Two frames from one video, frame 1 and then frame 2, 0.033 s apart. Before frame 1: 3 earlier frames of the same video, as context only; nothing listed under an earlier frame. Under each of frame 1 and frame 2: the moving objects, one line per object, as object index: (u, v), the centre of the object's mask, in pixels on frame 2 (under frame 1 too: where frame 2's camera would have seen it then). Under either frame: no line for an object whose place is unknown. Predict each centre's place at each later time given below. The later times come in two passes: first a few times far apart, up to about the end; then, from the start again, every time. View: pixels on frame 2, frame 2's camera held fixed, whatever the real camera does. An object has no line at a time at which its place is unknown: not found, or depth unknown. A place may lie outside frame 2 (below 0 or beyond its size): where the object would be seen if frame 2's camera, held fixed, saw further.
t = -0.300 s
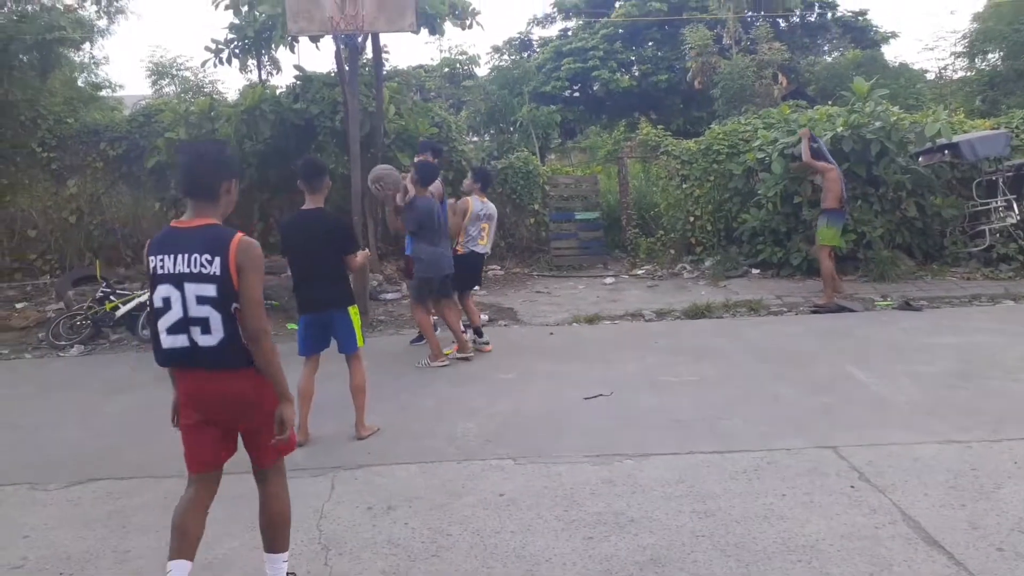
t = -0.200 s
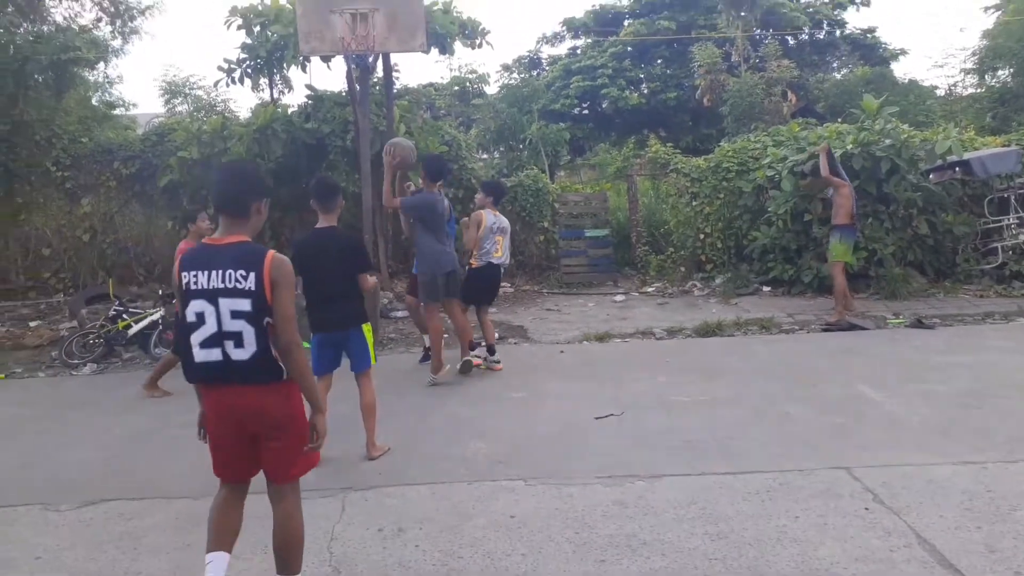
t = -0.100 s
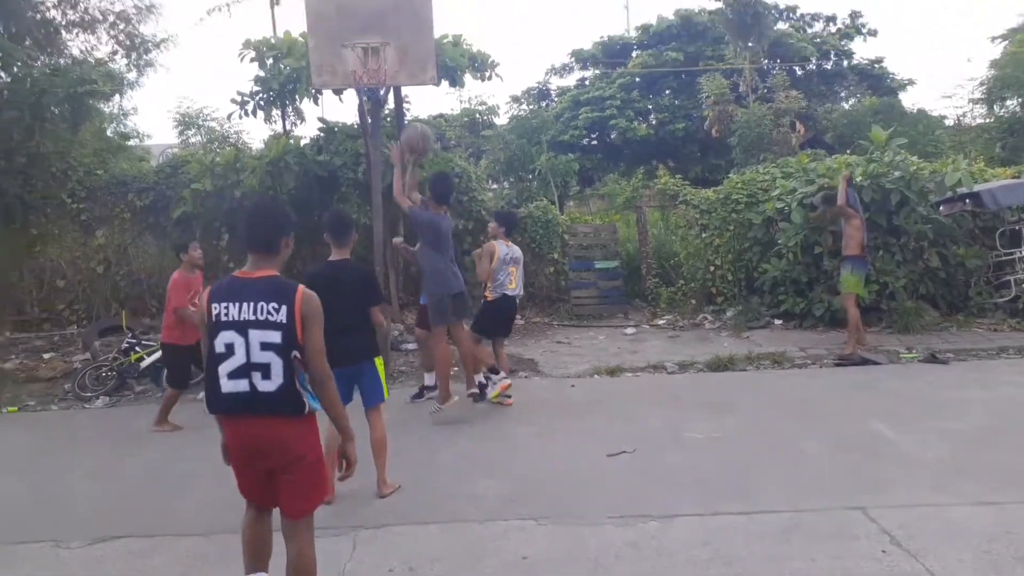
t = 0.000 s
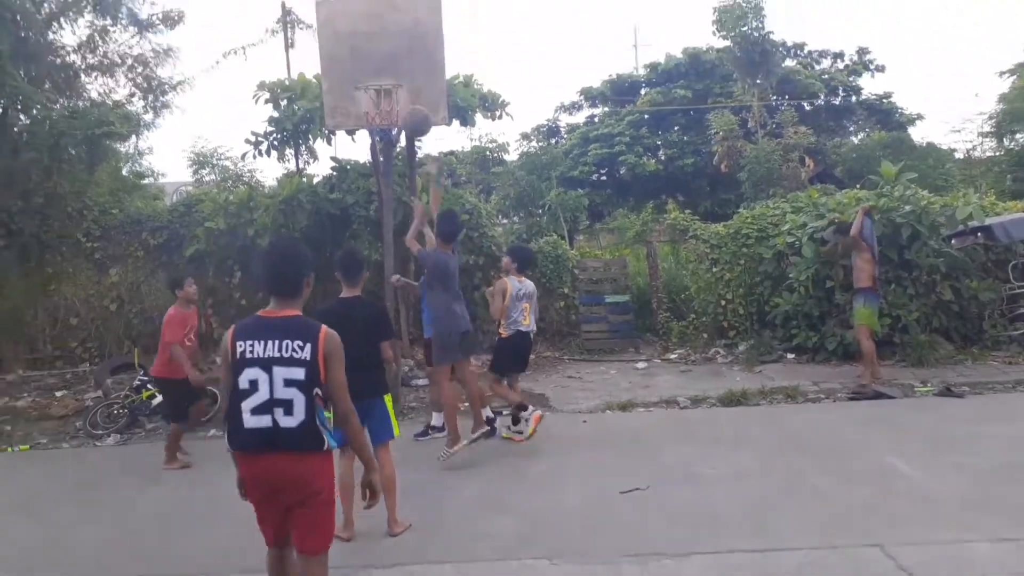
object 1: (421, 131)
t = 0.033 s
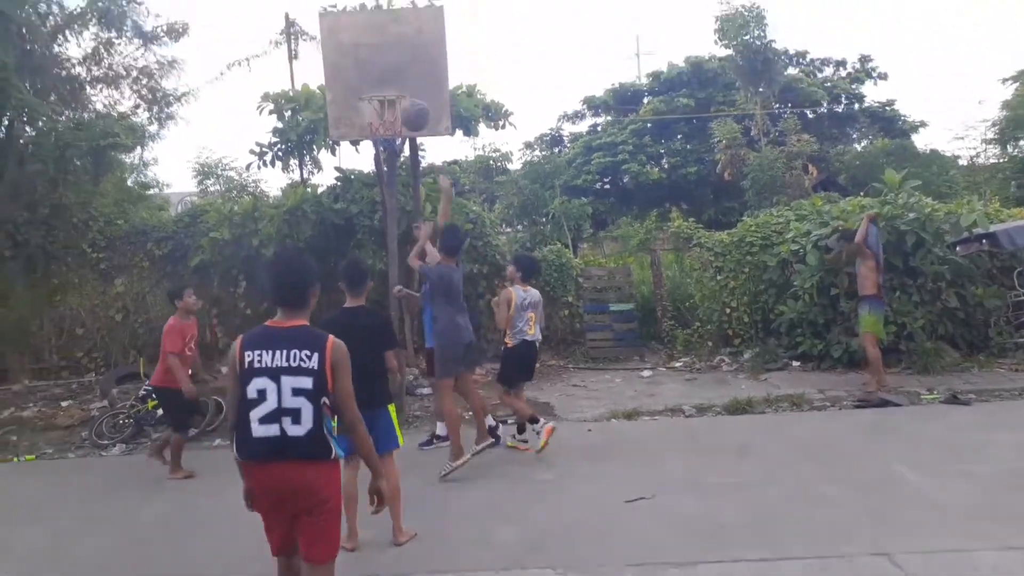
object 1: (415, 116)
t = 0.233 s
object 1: (388, 54)
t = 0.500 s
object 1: (356, 41)
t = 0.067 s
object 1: (410, 101)
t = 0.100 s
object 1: (406, 89)
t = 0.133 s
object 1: (403, 80)
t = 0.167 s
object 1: (397, 69)
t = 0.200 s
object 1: (393, 62)
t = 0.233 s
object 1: (388, 54)
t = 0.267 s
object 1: (384, 48)
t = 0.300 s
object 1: (380, 44)
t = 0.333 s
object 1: (375, 39)
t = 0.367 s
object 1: (369, 36)
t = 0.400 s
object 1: (366, 35)
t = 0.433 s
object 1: (364, 35)
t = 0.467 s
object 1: (359, 37)
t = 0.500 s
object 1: (356, 41)
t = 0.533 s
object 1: (353, 47)
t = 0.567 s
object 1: (350, 54)
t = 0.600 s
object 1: (346, 63)
